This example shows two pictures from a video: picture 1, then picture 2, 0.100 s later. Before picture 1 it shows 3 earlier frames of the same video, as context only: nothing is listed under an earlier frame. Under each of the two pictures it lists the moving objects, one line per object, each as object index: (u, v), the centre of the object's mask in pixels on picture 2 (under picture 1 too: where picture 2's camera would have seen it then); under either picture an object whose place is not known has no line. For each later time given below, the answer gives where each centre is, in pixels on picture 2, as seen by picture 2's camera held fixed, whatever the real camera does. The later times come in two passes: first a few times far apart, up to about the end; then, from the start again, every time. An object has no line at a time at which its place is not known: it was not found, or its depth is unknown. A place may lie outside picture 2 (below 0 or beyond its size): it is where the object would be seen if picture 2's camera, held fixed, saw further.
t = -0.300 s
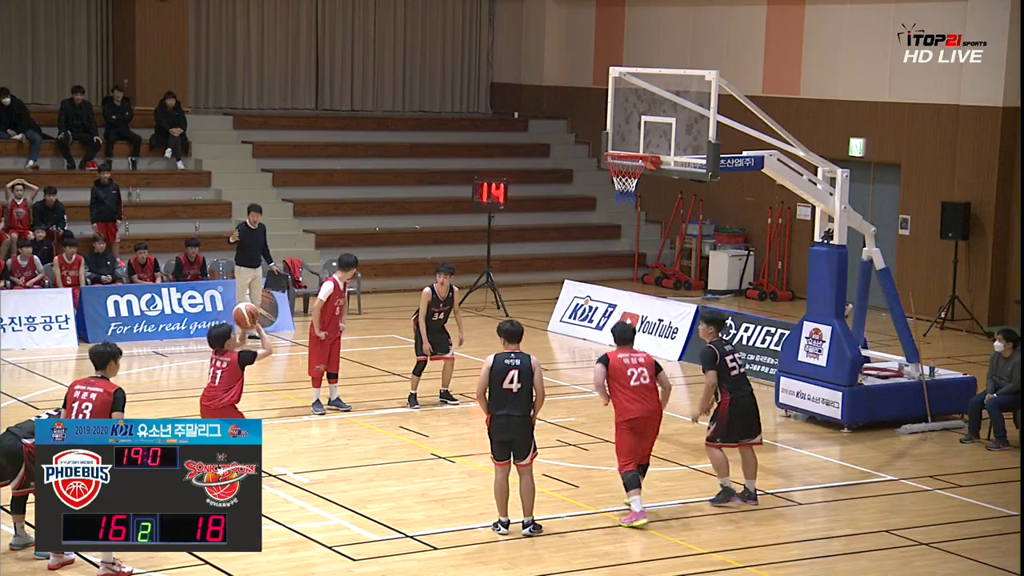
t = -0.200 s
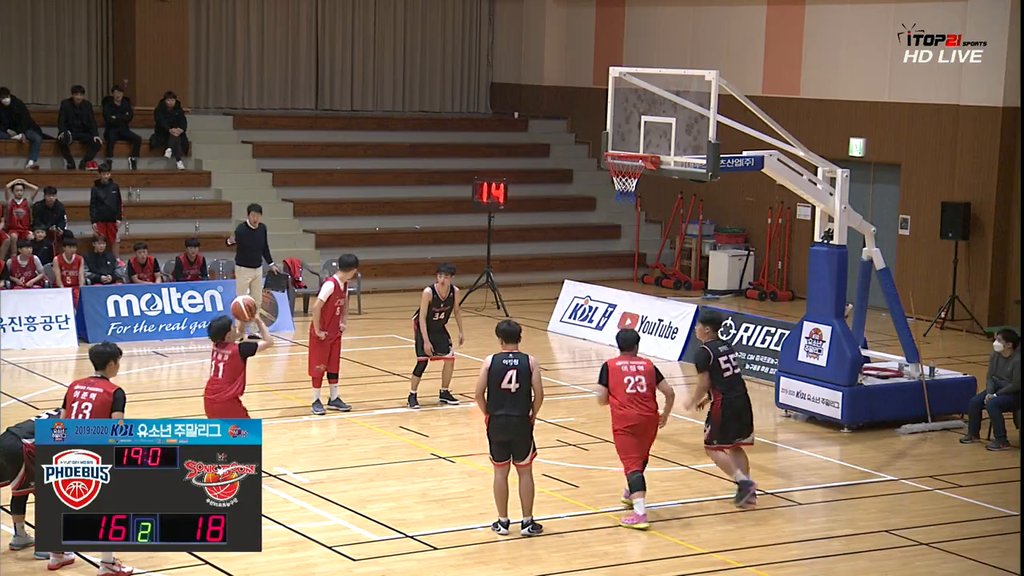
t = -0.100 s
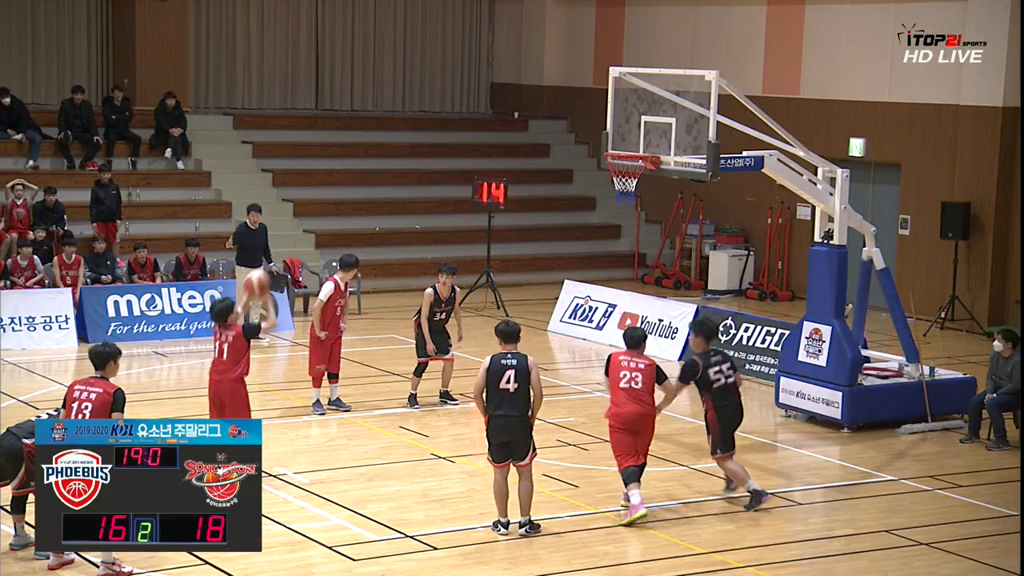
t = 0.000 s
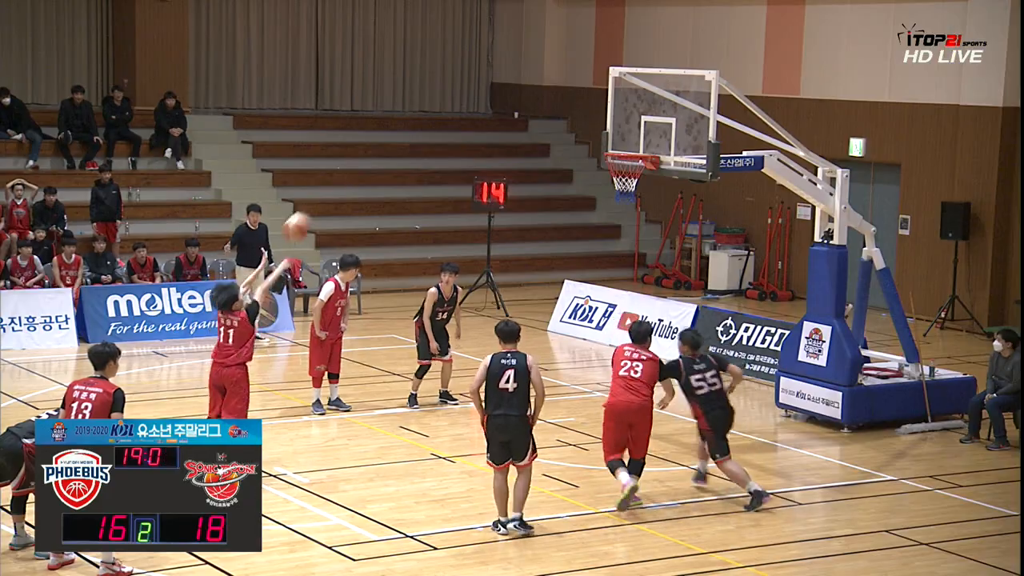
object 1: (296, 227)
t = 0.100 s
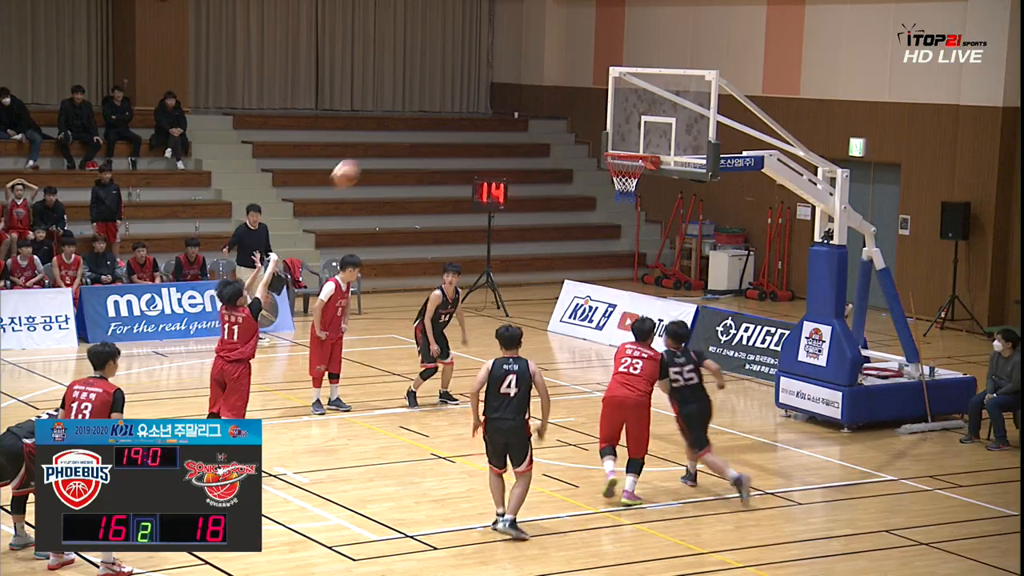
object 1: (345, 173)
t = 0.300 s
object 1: (435, 102)
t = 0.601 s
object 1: (555, 73)
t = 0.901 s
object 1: (655, 128)
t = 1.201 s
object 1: (582, 131)
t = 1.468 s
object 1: (521, 160)
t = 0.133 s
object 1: (361, 159)
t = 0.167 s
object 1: (376, 145)
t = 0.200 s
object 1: (391, 133)
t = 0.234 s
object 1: (406, 121)
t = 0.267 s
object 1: (421, 111)
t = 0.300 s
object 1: (435, 102)
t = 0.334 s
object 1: (449, 95)
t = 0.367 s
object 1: (463, 88)
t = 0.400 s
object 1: (477, 82)
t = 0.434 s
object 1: (490, 78)
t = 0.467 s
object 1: (503, 75)
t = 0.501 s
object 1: (517, 72)
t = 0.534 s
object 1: (530, 72)
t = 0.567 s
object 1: (543, 72)
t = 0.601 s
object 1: (555, 73)
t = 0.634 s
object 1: (568, 75)
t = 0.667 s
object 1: (579, 78)
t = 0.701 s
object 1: (592, 83)
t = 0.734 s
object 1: (603, 88)
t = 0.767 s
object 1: (616, 94)
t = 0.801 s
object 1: (627, 101)
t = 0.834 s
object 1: (639, 109)
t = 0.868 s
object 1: (651, 117)
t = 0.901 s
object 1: (655, 128)
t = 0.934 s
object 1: (647, 135)
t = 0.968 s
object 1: (639, 143)
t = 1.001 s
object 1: (629, 144)
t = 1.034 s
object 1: (618, 143)
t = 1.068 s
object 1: (611, 142)
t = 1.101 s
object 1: (603, 137)
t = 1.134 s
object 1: (596, 134)
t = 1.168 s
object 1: (589, 132)
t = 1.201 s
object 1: (582, 131)
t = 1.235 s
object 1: (574, 131)
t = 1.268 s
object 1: (566, 132)
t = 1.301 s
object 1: (559, 134)
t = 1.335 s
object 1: (551, 138)
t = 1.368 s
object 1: (543, 141)
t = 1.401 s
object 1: (536, 147)
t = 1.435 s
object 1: (529, 153)
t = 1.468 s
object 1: (521, 160)
